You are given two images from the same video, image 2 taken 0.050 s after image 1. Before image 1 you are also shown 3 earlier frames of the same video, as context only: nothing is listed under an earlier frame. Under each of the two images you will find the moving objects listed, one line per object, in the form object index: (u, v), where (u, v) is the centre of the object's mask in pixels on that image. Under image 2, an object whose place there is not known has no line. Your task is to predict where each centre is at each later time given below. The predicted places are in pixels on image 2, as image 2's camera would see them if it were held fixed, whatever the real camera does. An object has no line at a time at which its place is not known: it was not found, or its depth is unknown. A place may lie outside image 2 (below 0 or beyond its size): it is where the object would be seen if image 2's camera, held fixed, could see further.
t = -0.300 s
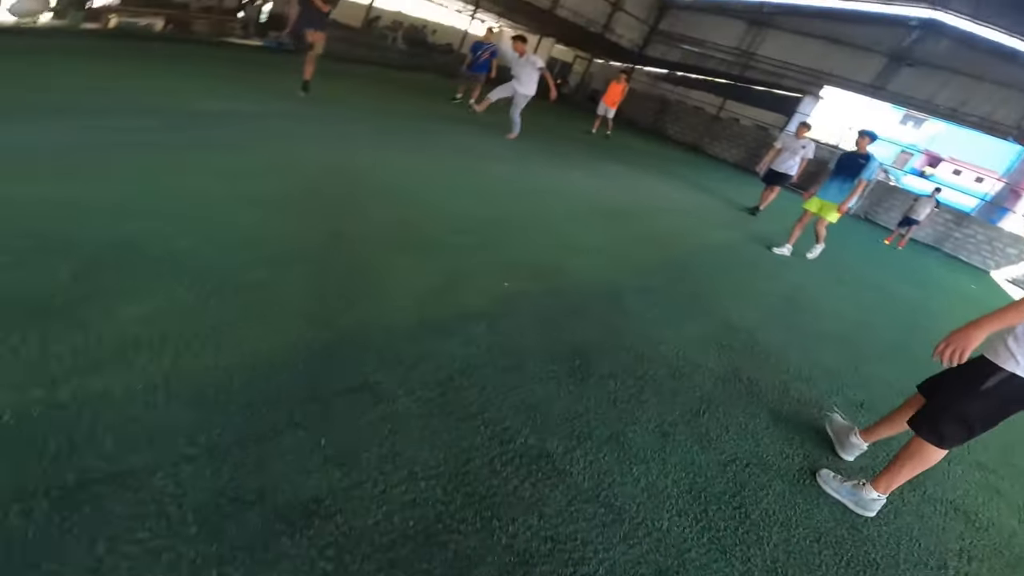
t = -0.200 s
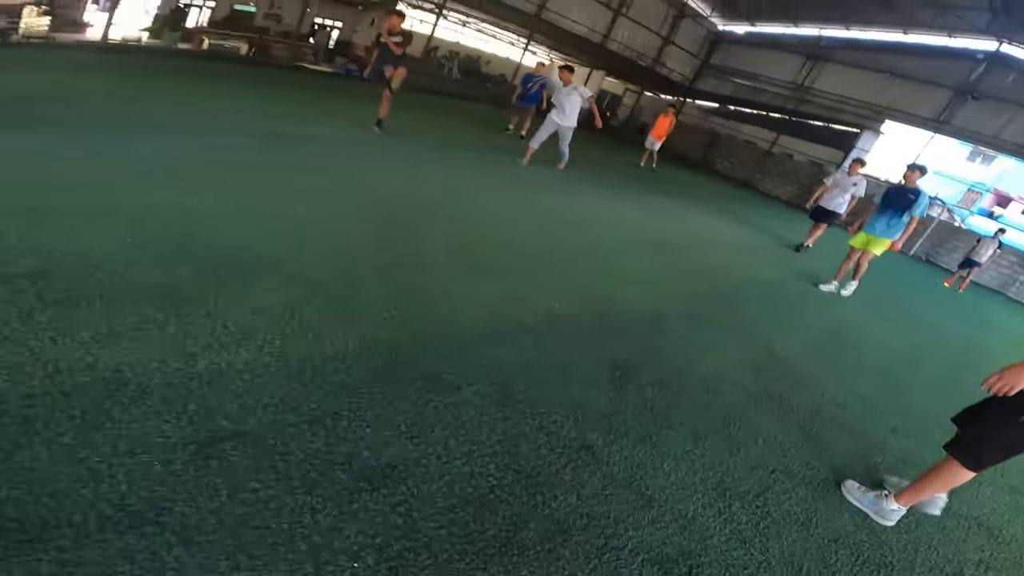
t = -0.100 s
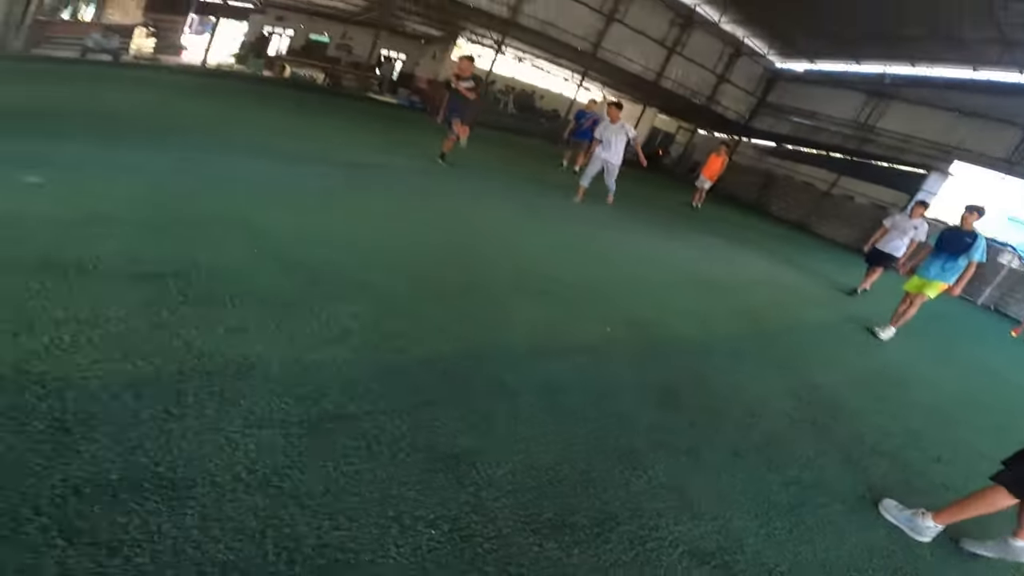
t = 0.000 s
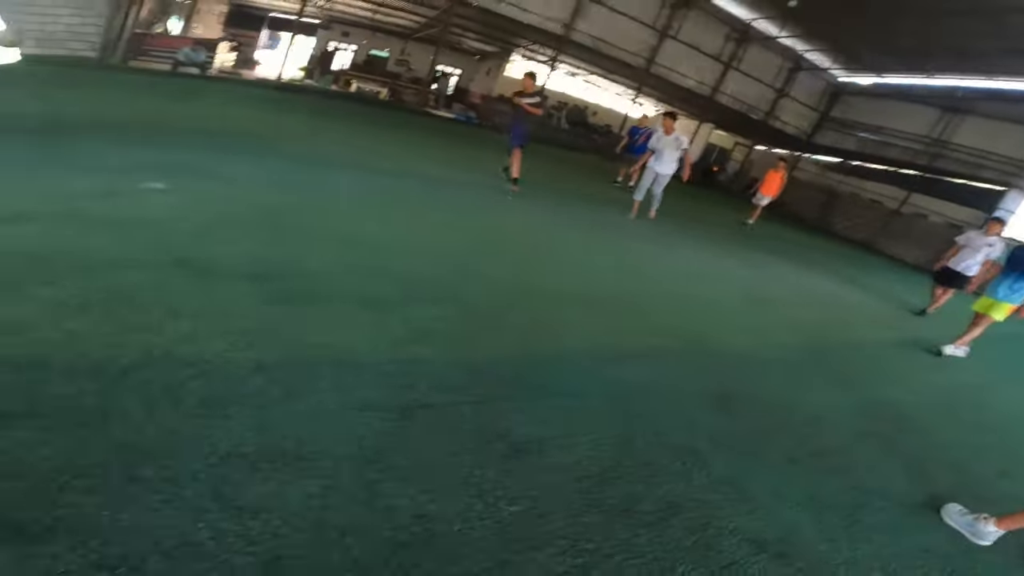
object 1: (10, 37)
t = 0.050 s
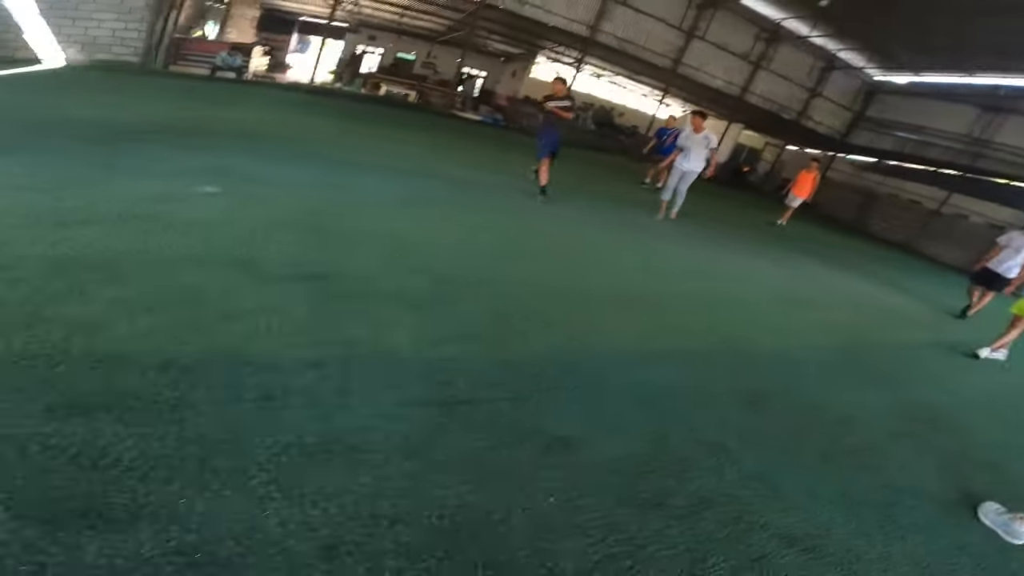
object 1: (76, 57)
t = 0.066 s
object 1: (85, 62)
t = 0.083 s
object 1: (92, 67)
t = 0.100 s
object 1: (97, 73)
